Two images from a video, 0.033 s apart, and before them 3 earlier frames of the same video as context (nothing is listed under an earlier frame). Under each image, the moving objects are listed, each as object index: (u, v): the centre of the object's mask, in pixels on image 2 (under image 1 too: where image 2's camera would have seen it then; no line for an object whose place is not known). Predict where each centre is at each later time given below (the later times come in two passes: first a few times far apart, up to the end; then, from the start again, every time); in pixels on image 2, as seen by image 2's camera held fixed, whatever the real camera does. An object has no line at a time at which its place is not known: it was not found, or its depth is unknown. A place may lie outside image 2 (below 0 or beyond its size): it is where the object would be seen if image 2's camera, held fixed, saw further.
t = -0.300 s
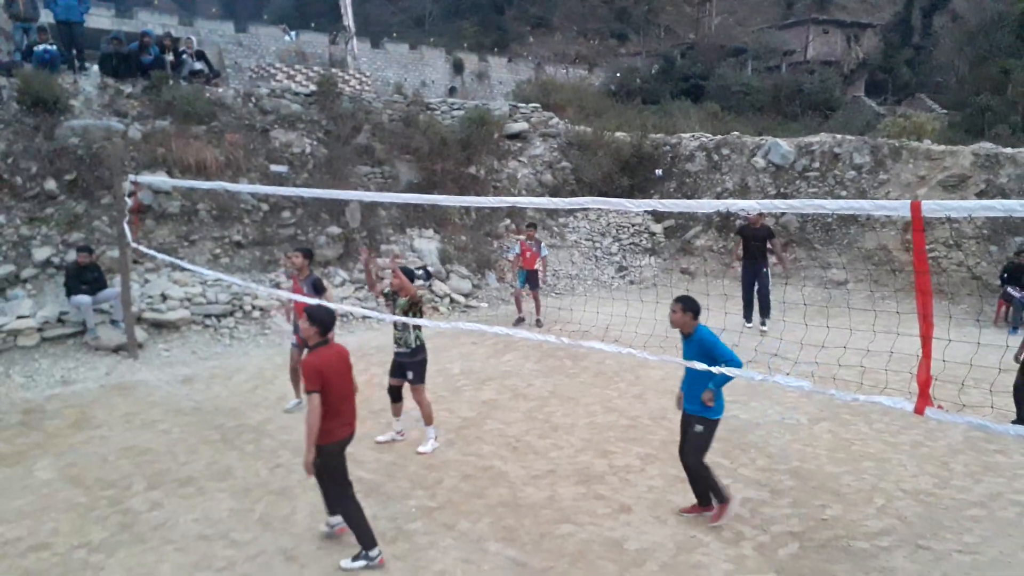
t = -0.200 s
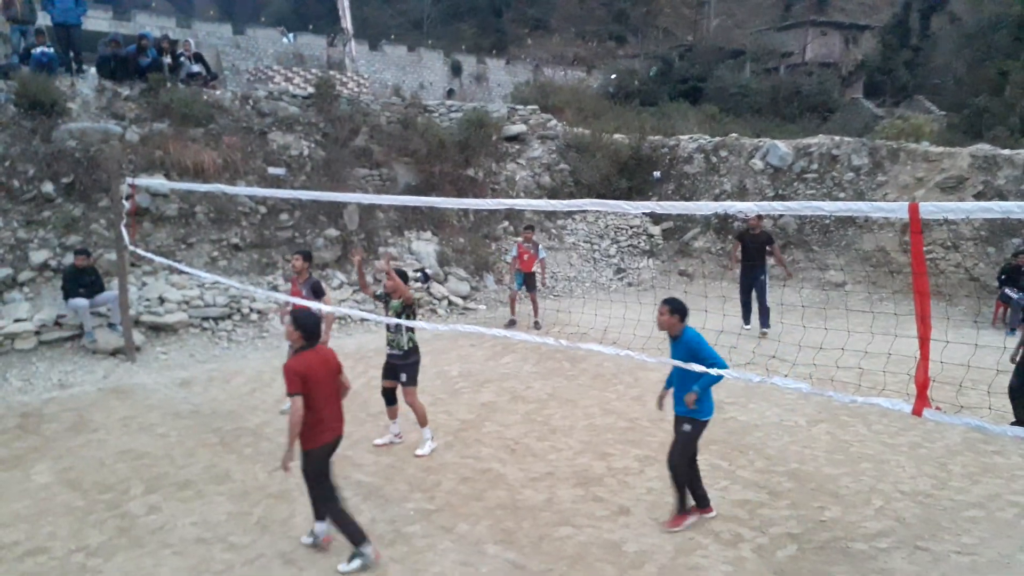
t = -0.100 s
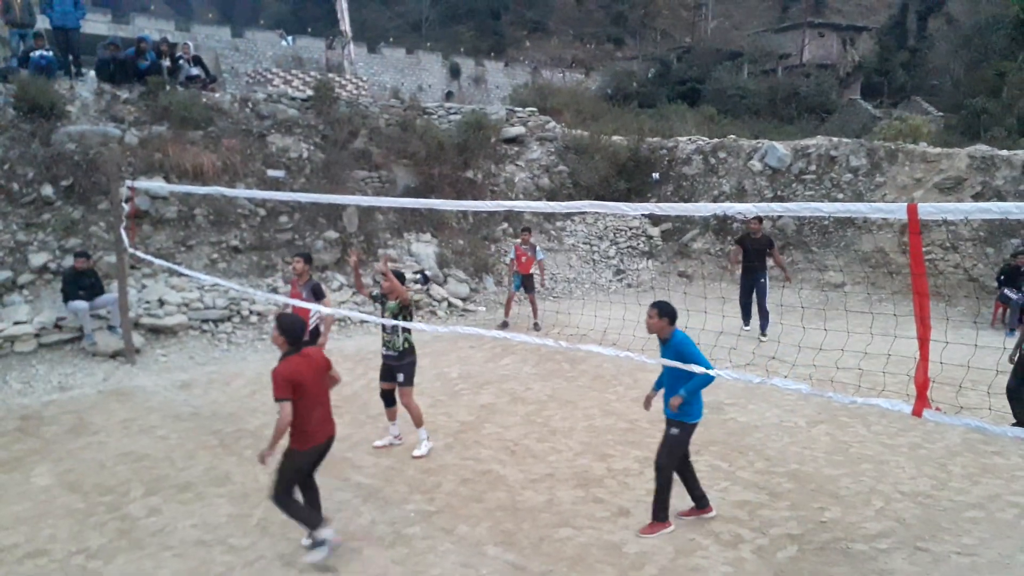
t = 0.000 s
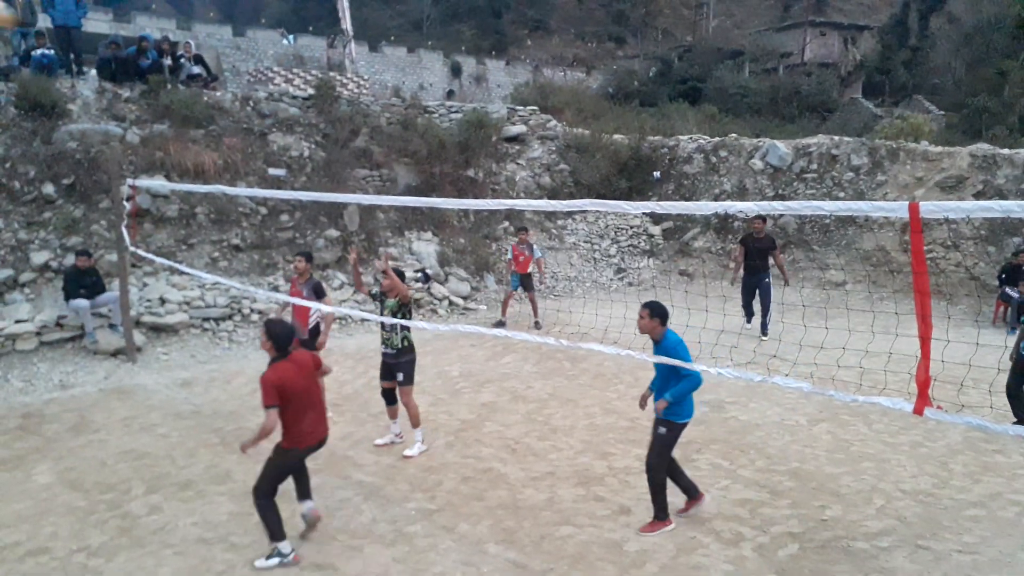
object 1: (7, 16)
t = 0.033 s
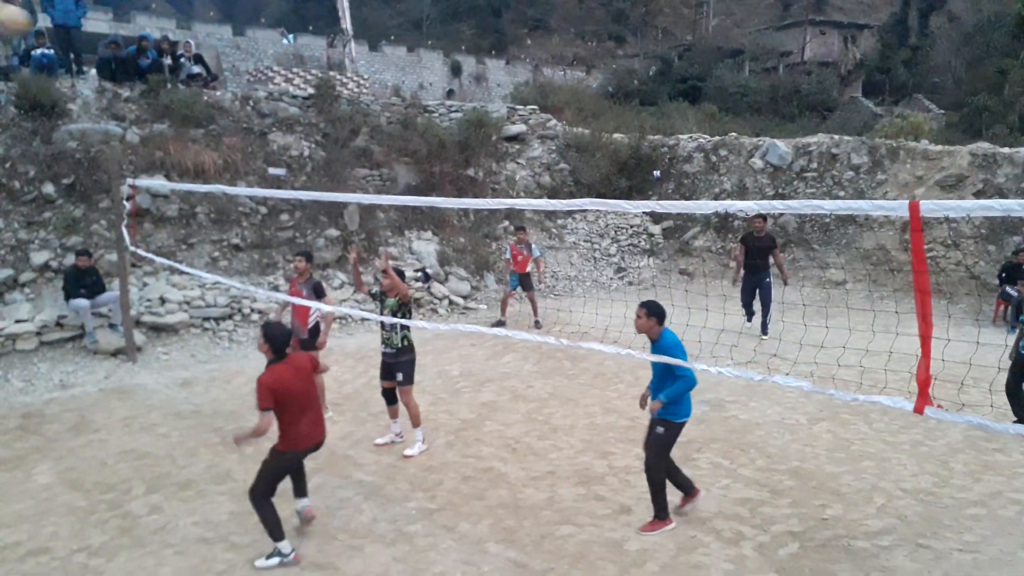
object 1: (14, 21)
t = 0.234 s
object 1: (112, 85)
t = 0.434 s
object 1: (212, 198)
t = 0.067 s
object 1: (29, 26)
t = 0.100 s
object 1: (45, 34)
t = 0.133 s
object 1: (63, 46)
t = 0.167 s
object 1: (78, 57)
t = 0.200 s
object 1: (96, 71)
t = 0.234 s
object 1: (112, 85)
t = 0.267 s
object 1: (128, 100)
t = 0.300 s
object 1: (146, 117)
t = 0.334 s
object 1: (163, 135)
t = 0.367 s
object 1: (178, 155)
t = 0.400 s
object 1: (194, 172)
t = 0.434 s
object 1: (212, 198)
